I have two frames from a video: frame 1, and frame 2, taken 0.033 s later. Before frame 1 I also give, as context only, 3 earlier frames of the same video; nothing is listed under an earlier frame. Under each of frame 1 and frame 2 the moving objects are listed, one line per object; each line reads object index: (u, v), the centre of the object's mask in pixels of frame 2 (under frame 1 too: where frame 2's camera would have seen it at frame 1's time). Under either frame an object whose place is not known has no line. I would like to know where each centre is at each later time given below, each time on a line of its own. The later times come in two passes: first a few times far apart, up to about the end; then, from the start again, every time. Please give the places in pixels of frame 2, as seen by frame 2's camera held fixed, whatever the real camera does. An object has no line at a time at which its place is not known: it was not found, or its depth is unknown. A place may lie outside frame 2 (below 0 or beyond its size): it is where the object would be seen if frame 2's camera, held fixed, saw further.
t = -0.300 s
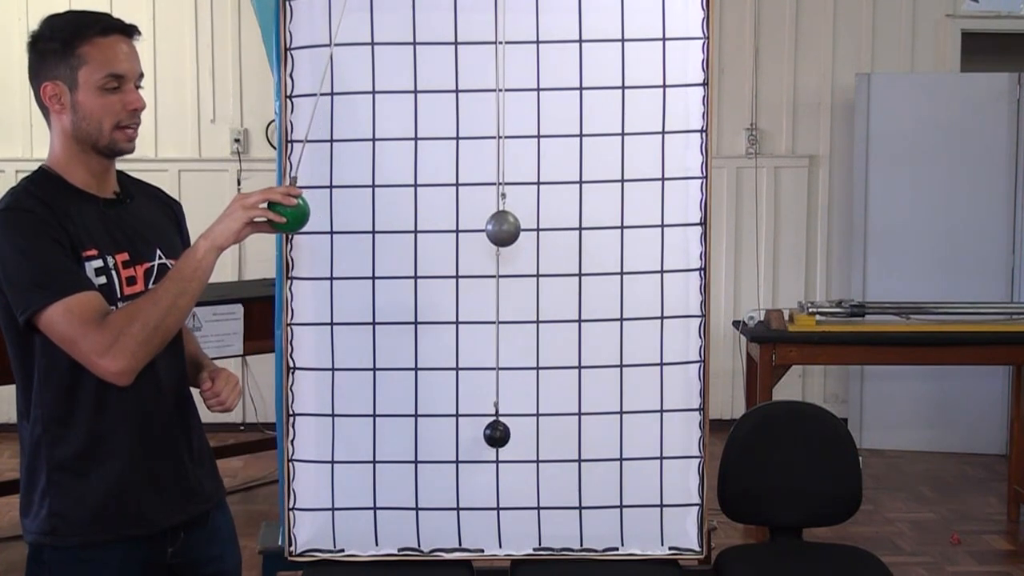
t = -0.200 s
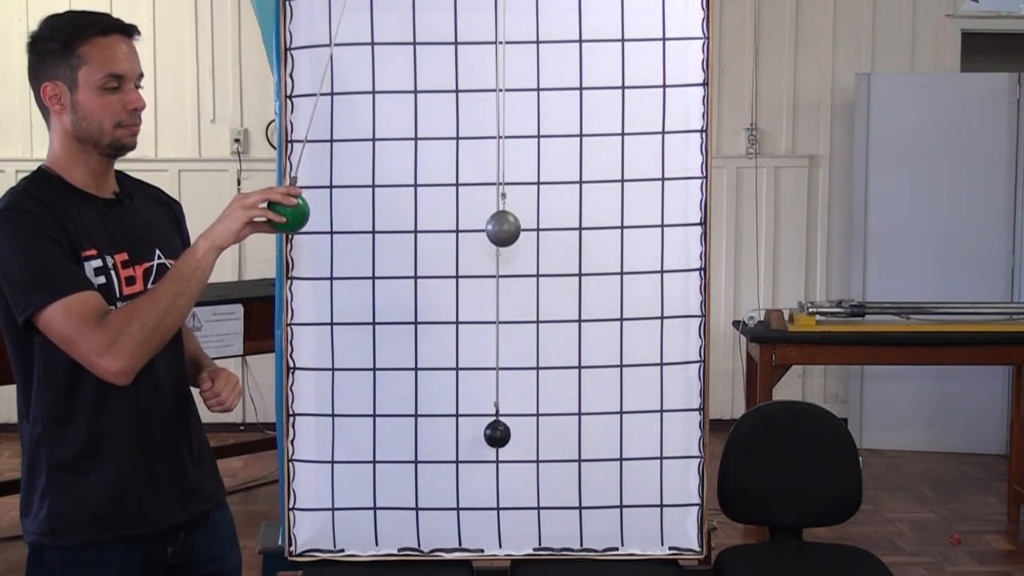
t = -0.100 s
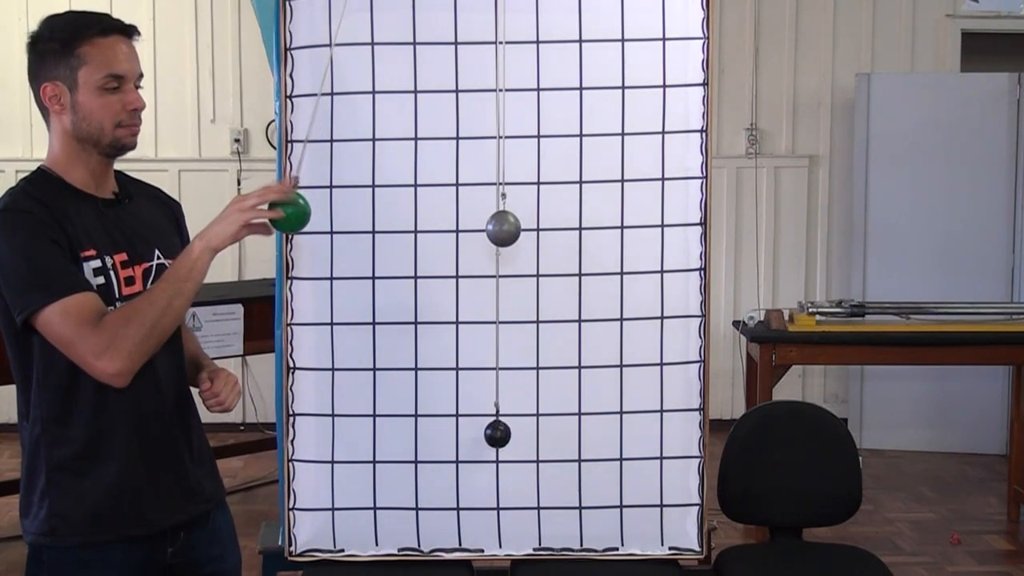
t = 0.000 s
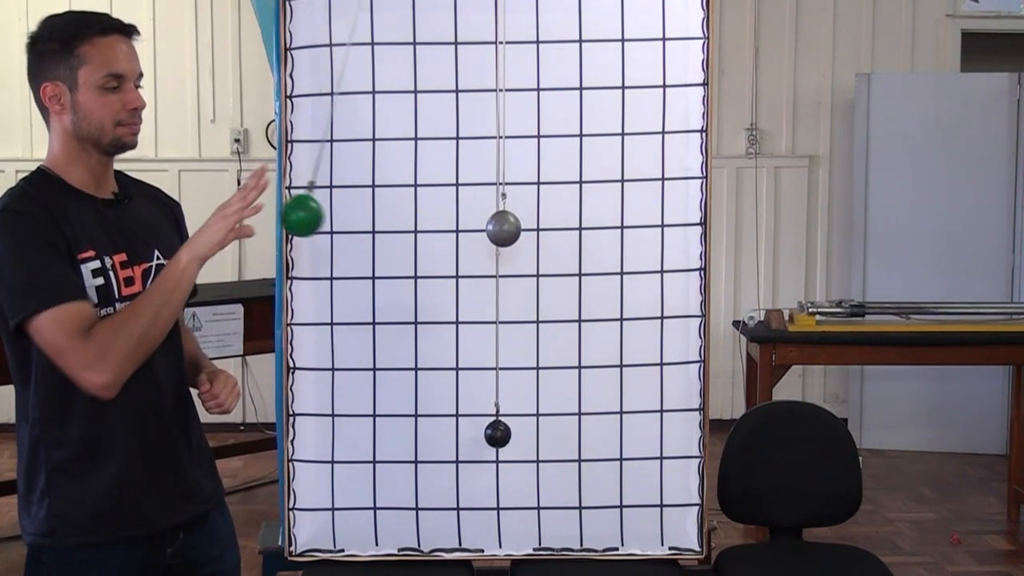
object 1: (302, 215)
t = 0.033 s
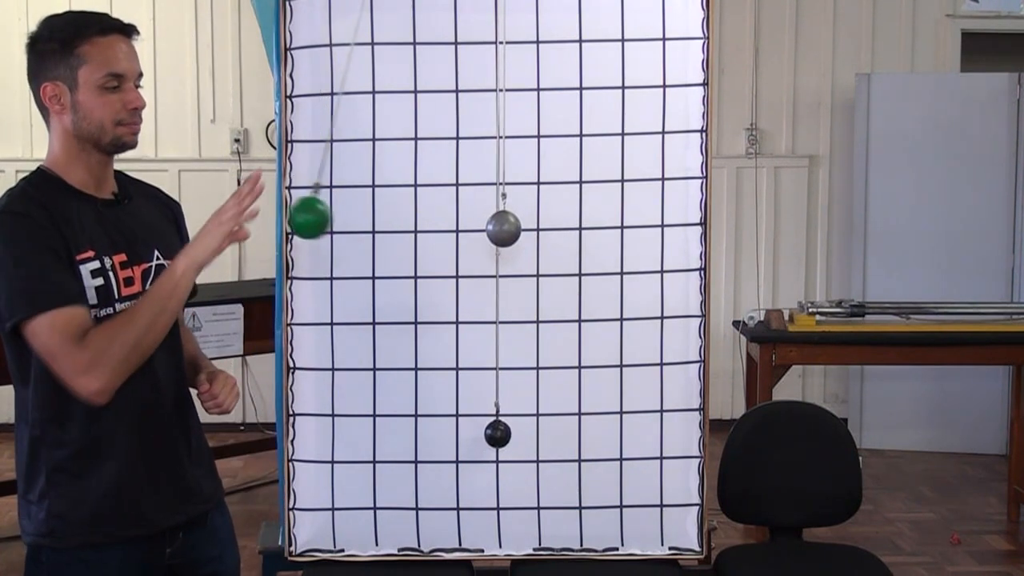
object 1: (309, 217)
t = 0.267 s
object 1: (401, 236)
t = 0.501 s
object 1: (538, 245)
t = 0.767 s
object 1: (674, 228)
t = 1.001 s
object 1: (734, 213)
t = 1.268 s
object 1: (706, 220)
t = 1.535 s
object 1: (589, 240)
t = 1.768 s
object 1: (453, 241)
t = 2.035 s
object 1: (329, 222)
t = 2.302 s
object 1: (292, 213)
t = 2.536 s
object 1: (344, 226)
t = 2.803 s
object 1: (479, 244)
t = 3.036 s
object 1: (614, 238)
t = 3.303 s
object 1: (716, 218)
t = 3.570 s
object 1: (725, 215)
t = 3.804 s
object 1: (652, 231)
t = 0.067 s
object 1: (319, 219)
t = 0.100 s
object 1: (329, 222)
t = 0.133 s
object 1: (341, 225)
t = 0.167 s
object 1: (354, 227)
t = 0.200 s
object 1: (369, 231)
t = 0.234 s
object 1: (385, 233)
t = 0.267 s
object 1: (401, 236)
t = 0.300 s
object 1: (419, 238)
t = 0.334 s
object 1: (437, 240)
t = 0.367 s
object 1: (458, 242)
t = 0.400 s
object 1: (474, 244)
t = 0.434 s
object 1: (495, 246)
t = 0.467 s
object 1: (517, 244)
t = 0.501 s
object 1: (538, 245)
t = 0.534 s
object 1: (557, 243)
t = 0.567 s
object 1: (576, 242)
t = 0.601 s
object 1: (595, 240)
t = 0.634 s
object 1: (612, 238)
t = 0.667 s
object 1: (630, 236)
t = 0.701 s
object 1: (646, 233)
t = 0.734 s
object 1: (661, 230)
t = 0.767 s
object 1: (674, 228)
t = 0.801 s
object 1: (686, 225)
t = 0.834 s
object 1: (699, 222)
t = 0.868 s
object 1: (709, 220)
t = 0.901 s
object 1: (717, 217)
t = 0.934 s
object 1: (724, 216)
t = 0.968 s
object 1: (730, 214)
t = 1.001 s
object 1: (734, 213)
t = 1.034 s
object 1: (736, 212)
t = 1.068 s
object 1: (736, 212)
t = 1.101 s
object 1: (735, 213)
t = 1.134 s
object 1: (733, 213)
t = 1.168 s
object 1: (729, 214)
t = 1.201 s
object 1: (723, 216)
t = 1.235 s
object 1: (715, 218)
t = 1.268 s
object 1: (706, 220)
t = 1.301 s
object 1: (696, 223)
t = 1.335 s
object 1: (683, 225)
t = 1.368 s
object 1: (670, 228)
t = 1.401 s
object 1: (656, 231)
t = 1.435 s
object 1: (641, 234)
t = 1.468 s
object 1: (624, 236)
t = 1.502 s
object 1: (607, 238)
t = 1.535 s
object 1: (589, 240)
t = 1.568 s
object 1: (571, 242)
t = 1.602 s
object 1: (551, 243)
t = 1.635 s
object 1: (533, 244)
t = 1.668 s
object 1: (511, 243)
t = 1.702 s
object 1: (491, 243)
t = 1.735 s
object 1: (469, 243)
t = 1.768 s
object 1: (453, 241)
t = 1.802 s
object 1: (434, 239)
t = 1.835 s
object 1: (416, 238)
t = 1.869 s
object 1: (398, 235)
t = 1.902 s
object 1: (382, 233)
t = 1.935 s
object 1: (367, 230)
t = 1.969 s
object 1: (352, 227)
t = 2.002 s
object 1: (340, 224)
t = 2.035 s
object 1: (329, 222)
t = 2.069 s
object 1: (319, 219)
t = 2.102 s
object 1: (310, 217)
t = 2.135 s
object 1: (303, 216)
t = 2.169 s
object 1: (297, 214)
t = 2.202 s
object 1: (293, 213)
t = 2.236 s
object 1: (291, 213)
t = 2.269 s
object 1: (291, 212)
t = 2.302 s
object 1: (292, 213)
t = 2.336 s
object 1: (295, 213)
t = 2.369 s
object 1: (299, 214)
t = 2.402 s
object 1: (306, 216)
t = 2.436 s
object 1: (313, 218)
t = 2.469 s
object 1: (322, 220)
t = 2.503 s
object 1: (332, 223)
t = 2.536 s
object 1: (344, 226)
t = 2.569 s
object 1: (358, 228)
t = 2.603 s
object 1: (373, 232)
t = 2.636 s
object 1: (388, 234)
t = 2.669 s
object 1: (406, 237)
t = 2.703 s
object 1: (423, 239)
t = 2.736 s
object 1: (441, 241)
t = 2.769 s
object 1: (460, 243)
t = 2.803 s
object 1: (479, 244)
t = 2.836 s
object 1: (499, 245)
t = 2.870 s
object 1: (520, 244)
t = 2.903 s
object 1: (540, 244)
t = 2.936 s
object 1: (559, 243)
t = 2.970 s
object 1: (578, 242)
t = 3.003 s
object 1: (597, 240)
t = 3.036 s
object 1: (614, 238)
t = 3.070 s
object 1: (630, 236)
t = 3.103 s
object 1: (646, 233)
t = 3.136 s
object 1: (661, 231)
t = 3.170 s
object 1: (674, 228)
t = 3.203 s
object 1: (686, 225)
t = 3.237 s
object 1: (698, 222)
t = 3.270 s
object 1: (708, 220)
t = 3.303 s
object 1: (716, 218)
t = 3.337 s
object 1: (722, 216)
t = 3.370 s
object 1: (728, 215)
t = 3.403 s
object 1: (731, 214)
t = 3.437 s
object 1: (733, 213)
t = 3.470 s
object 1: (733, 213)
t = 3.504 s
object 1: (732, 213)
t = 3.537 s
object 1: (729, 214)
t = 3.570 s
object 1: (725, 215)
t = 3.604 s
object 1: (719, 217)
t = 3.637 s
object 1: (711, 219)
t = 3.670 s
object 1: (702, 221)
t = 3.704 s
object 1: (692, 224)
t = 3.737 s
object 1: (680, 226)
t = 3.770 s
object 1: (666, 229)
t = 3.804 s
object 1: (652, 231)
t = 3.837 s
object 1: (636, 234)
